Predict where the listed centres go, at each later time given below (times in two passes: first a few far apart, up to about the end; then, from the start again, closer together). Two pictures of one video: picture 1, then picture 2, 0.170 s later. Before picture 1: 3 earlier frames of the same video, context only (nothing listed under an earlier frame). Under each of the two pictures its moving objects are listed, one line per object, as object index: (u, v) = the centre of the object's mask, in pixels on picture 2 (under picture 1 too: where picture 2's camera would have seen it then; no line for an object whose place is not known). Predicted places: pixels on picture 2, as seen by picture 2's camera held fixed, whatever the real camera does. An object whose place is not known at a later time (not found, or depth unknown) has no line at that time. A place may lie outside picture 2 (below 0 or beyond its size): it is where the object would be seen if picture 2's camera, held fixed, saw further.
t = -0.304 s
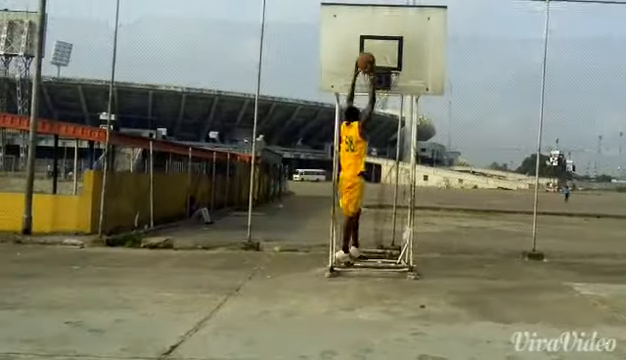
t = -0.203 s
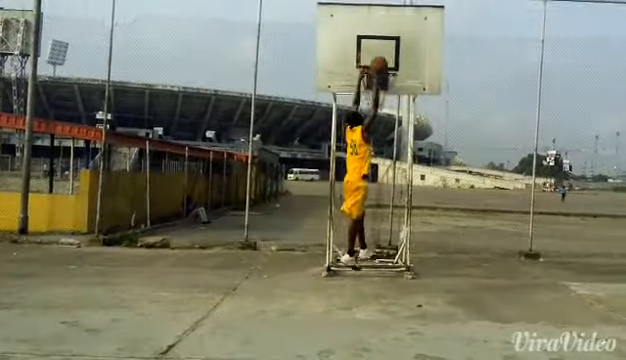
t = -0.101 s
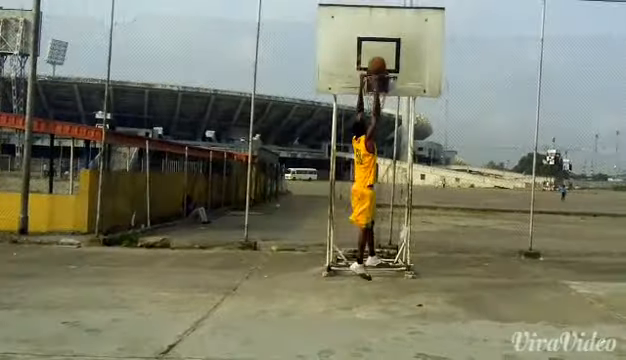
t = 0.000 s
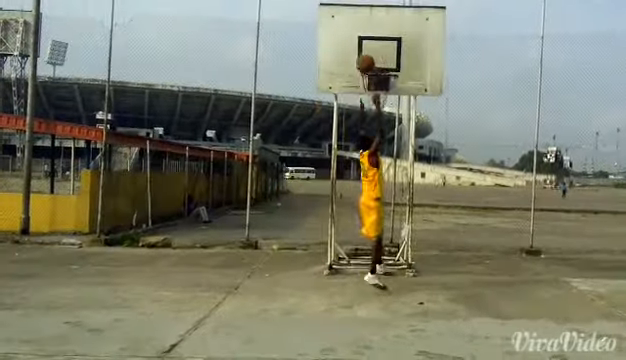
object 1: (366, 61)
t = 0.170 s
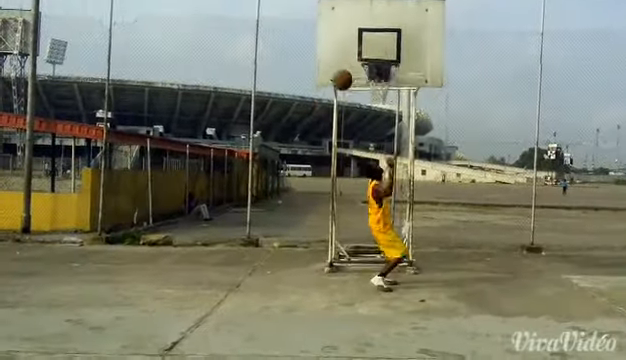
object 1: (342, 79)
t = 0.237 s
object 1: (332, 94)
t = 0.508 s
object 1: (274, 234)
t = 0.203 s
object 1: (338, 86)
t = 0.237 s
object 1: (332, 94)
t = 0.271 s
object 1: (326, 103)
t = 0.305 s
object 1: (320, 113)
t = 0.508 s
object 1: (274, 234)
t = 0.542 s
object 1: (267, 257)
